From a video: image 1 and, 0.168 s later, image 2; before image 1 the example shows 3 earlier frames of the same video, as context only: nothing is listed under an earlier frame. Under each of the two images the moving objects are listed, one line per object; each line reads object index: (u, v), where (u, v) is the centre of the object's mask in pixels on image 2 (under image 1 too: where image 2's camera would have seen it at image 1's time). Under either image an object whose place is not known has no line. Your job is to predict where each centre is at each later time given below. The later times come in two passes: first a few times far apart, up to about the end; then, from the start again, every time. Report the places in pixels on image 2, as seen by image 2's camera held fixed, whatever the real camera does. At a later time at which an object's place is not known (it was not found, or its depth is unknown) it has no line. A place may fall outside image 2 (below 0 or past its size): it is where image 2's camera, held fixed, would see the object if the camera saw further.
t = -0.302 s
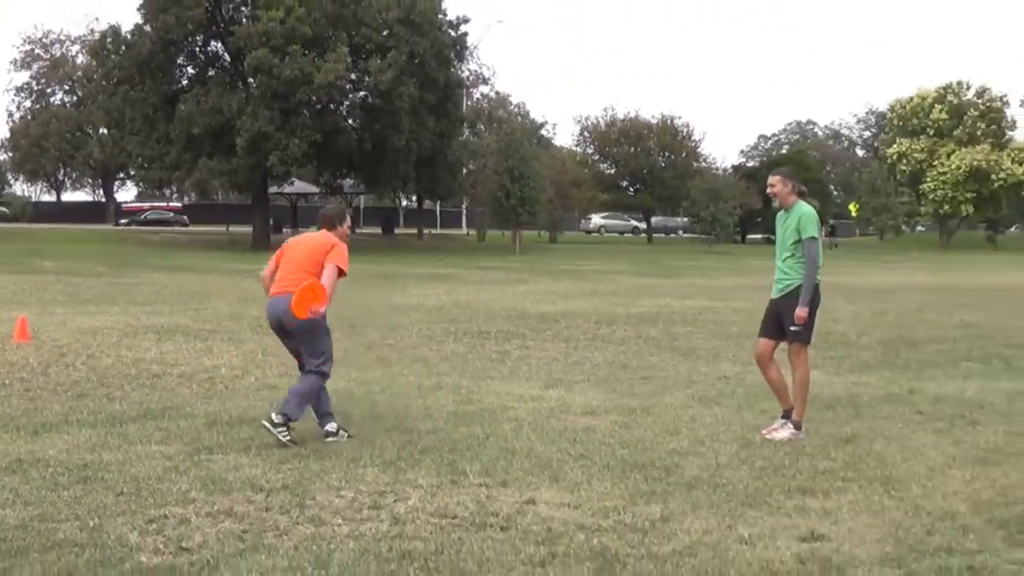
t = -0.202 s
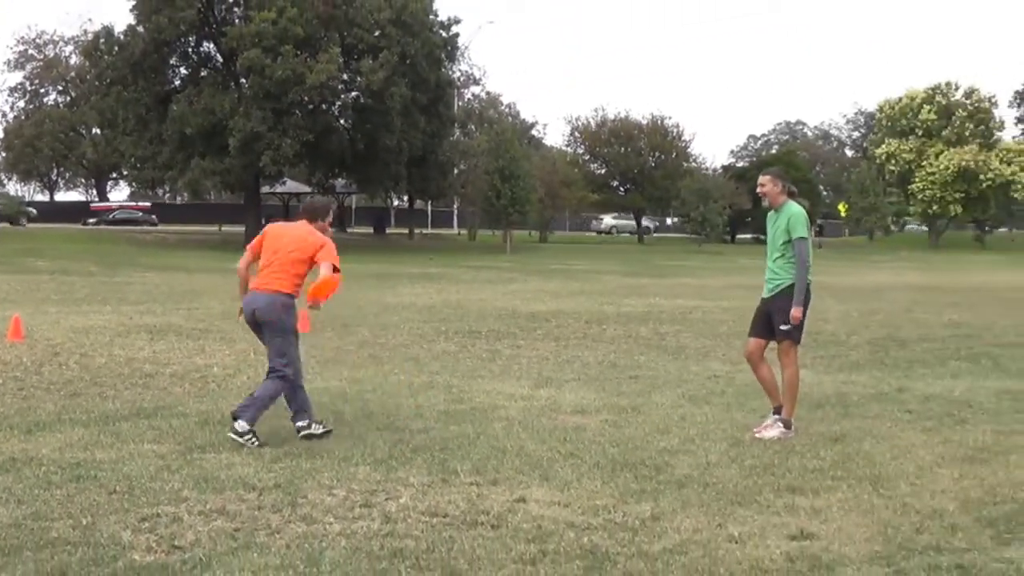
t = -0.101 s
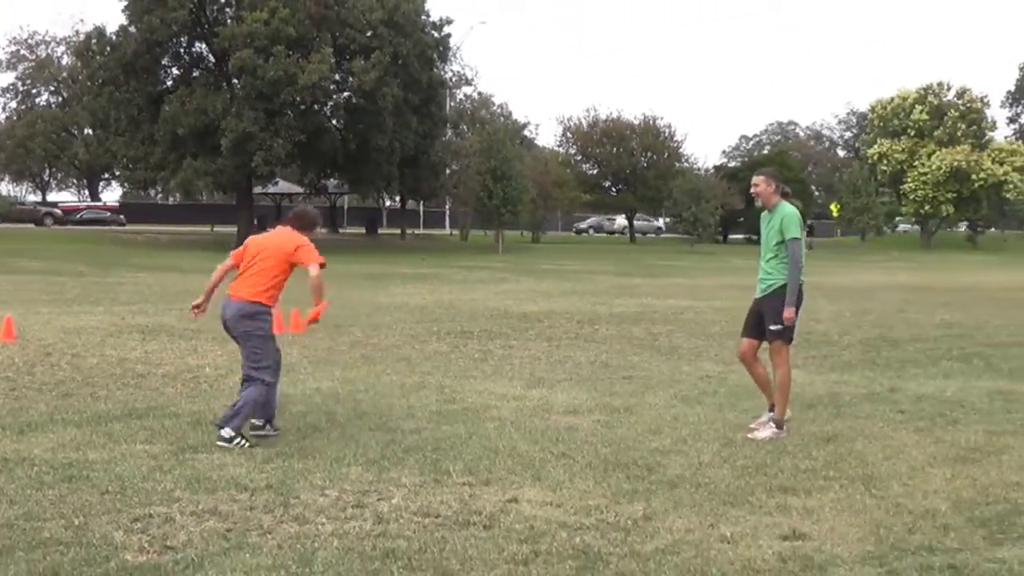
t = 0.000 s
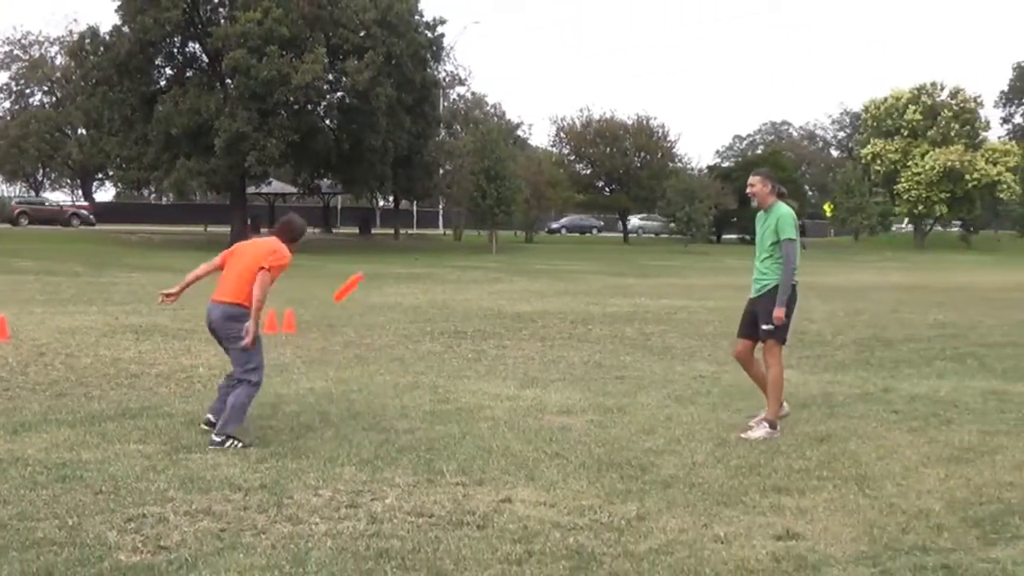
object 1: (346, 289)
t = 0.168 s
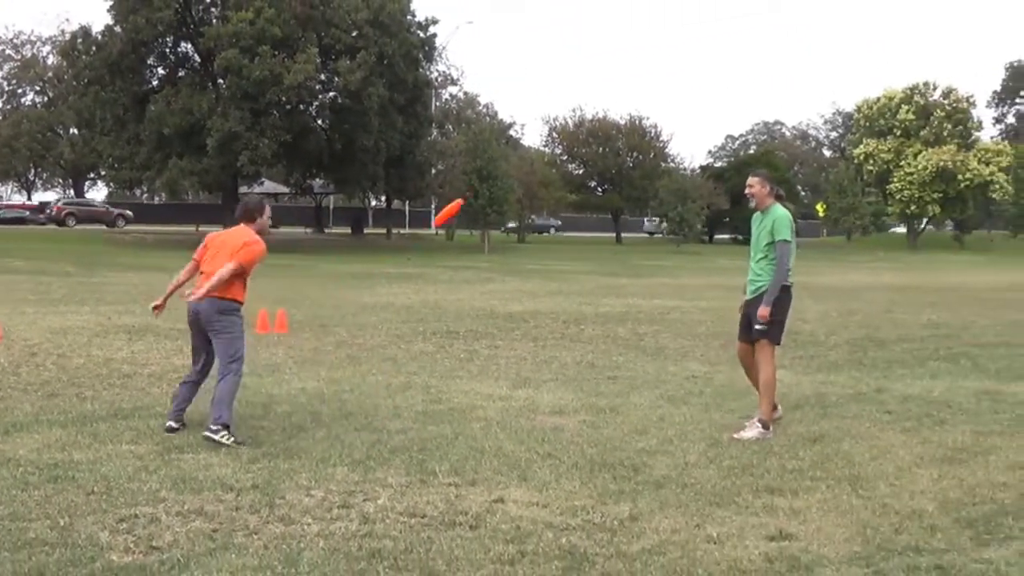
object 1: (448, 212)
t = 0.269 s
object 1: (506, 182)
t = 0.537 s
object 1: (654, 154)
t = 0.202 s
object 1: (467, 202)
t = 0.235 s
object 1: (487, 193)
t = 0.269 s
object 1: (506, 182)
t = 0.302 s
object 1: (525, 174)
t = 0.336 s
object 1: (544, 169)
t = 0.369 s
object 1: (562, 163)
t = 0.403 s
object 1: (580, 158)
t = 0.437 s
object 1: (599, 156)
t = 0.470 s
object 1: (618, 153)
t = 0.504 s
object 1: (636, 152)
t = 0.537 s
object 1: (654, 154)
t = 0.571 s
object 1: (670, 156)
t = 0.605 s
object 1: (687, 158)
